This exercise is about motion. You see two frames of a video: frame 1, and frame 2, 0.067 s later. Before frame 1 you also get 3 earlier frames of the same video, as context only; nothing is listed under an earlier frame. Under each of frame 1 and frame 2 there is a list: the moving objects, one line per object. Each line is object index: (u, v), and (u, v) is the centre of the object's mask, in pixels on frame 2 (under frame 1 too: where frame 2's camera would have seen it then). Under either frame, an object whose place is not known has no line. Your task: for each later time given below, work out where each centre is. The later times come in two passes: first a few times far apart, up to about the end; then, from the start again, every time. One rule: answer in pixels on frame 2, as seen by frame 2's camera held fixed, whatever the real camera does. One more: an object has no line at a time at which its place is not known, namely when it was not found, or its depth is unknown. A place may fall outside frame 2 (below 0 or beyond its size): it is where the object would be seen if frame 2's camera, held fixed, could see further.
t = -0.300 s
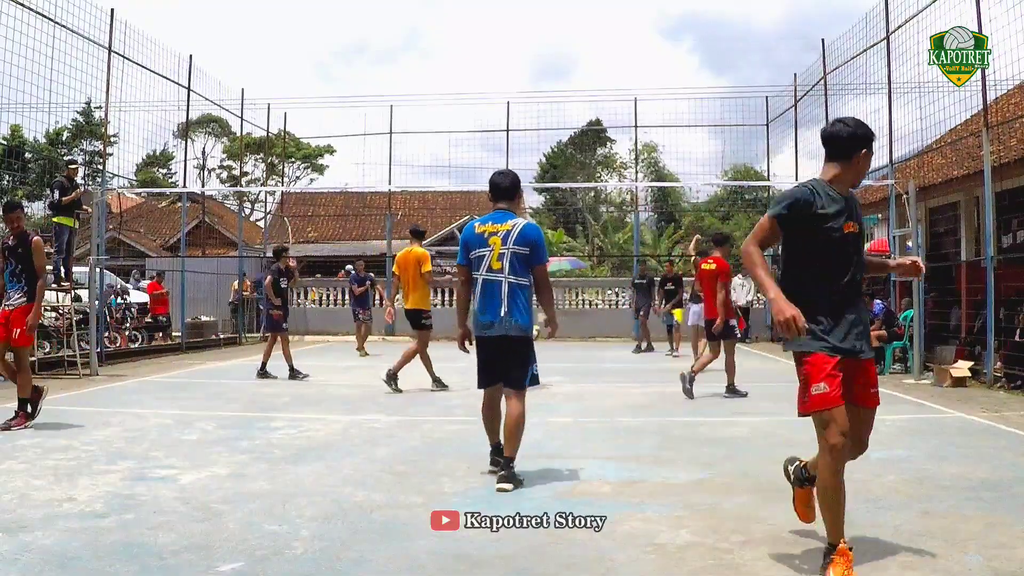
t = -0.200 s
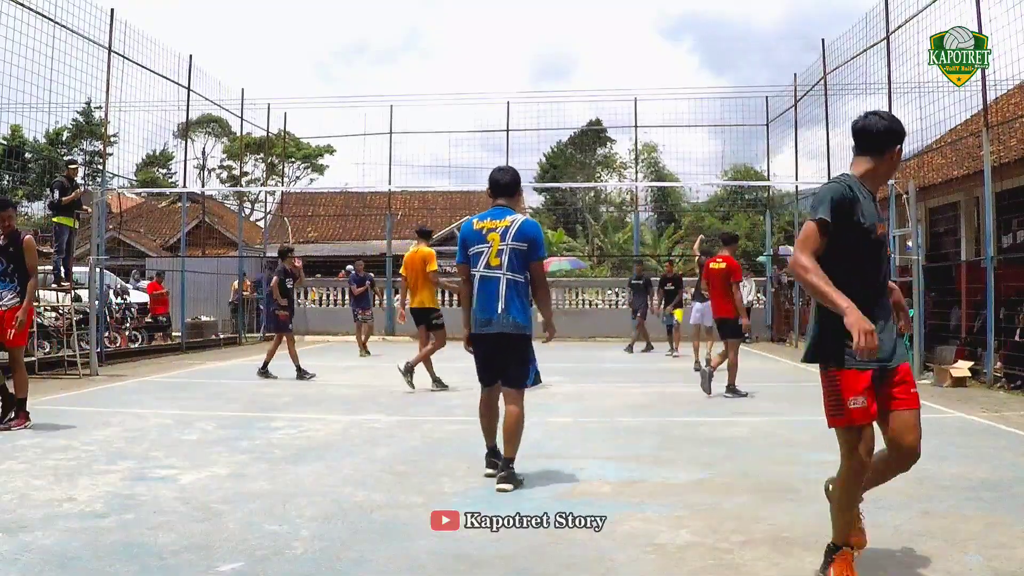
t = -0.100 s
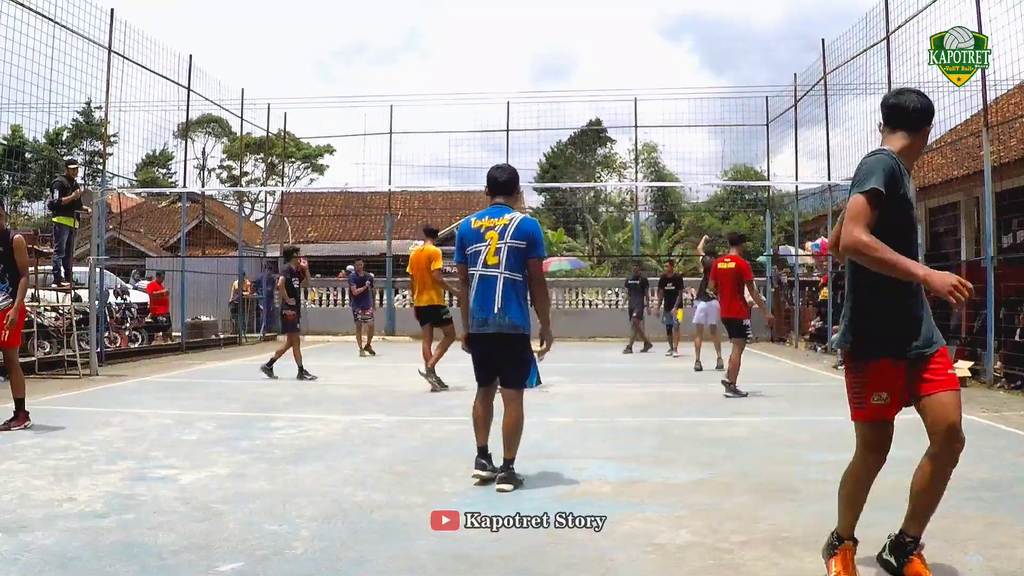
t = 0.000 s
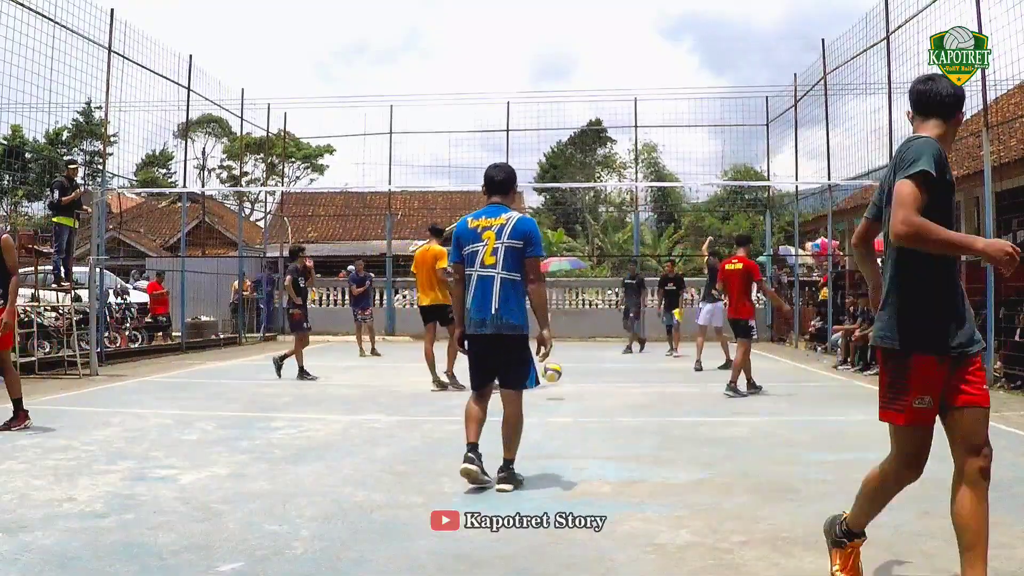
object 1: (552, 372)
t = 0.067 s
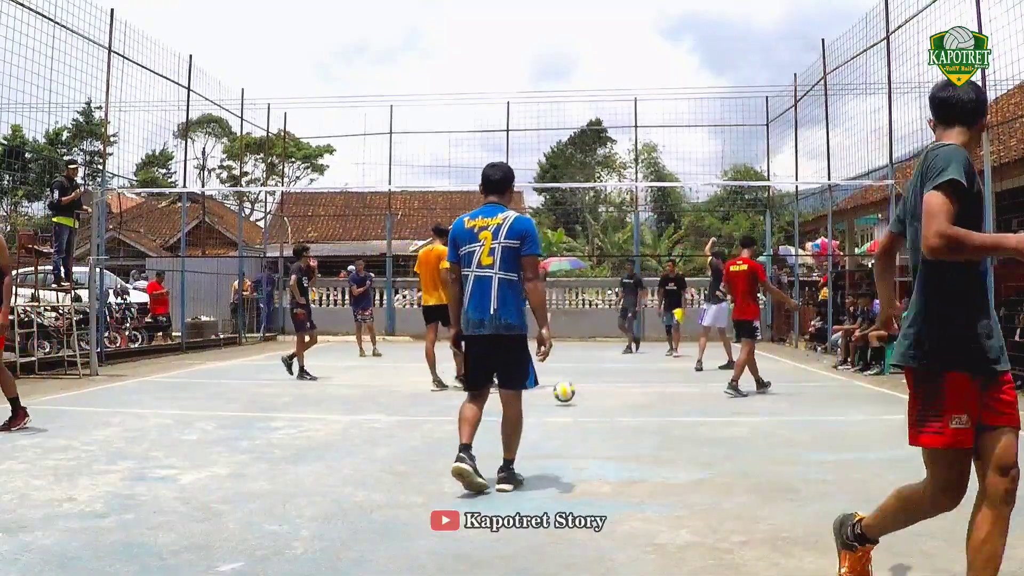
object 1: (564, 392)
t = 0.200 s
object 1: (580, 382)
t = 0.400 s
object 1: (606, 386)
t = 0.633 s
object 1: (649, 429)
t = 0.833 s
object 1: (699, 434)
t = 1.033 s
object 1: (770, 512)
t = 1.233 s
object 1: (886, 528)
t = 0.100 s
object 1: (569, 396)
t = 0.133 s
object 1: (573, 390)
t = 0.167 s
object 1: (576, 385)
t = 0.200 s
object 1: (580, 382)
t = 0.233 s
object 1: (585, 379)
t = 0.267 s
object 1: (587, 379)
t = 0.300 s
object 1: (591, 378)
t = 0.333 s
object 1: (596, 380)
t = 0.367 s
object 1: (601, 382)
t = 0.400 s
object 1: (606, 386)
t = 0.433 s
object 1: (611, 391)
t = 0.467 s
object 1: (616, 400)
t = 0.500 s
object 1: (622, 408)
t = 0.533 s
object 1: (629, 420)
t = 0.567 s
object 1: (635, 434)
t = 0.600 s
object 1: (642, 435)
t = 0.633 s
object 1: (649, 429)
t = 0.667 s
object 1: (656, 425)
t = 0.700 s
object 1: (664, 423)
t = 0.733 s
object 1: (672, 422)
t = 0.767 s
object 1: (680, 424)
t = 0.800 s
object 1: (689, 427)
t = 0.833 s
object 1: (699, 434)
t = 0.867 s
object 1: (709, 442)
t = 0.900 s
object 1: (719, 453)
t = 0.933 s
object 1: (731, 468)
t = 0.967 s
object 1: (743, 485)
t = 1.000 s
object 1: (756, 507)
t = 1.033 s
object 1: (770, 512)
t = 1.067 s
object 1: (786, 508)
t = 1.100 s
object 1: (802, 505)
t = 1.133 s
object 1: (821, 506)
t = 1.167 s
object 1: (841, 510)
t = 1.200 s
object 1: (862, 517)
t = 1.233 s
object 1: (886, 528)
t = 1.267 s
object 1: (911, 543)
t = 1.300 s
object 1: (939, 555)
